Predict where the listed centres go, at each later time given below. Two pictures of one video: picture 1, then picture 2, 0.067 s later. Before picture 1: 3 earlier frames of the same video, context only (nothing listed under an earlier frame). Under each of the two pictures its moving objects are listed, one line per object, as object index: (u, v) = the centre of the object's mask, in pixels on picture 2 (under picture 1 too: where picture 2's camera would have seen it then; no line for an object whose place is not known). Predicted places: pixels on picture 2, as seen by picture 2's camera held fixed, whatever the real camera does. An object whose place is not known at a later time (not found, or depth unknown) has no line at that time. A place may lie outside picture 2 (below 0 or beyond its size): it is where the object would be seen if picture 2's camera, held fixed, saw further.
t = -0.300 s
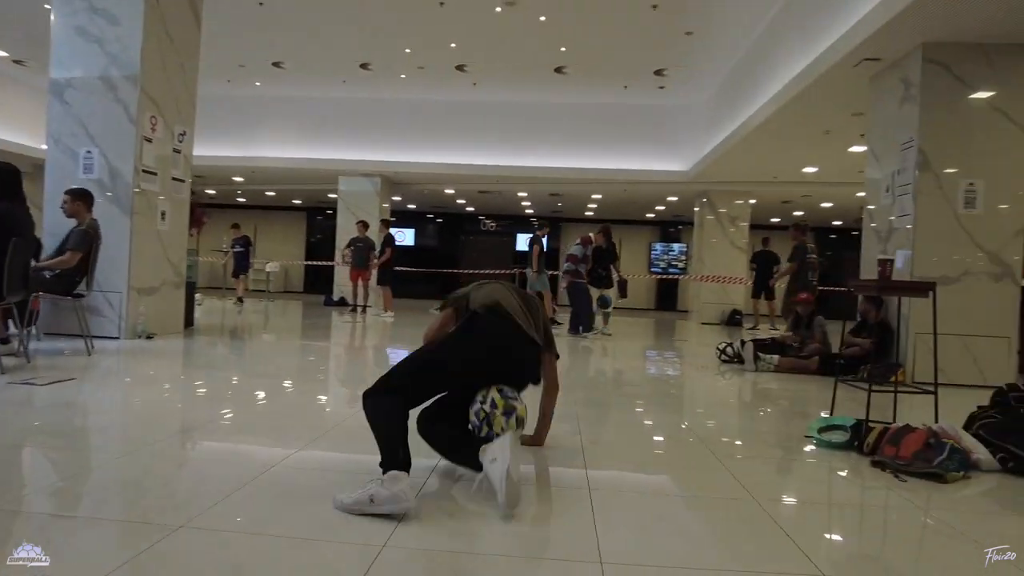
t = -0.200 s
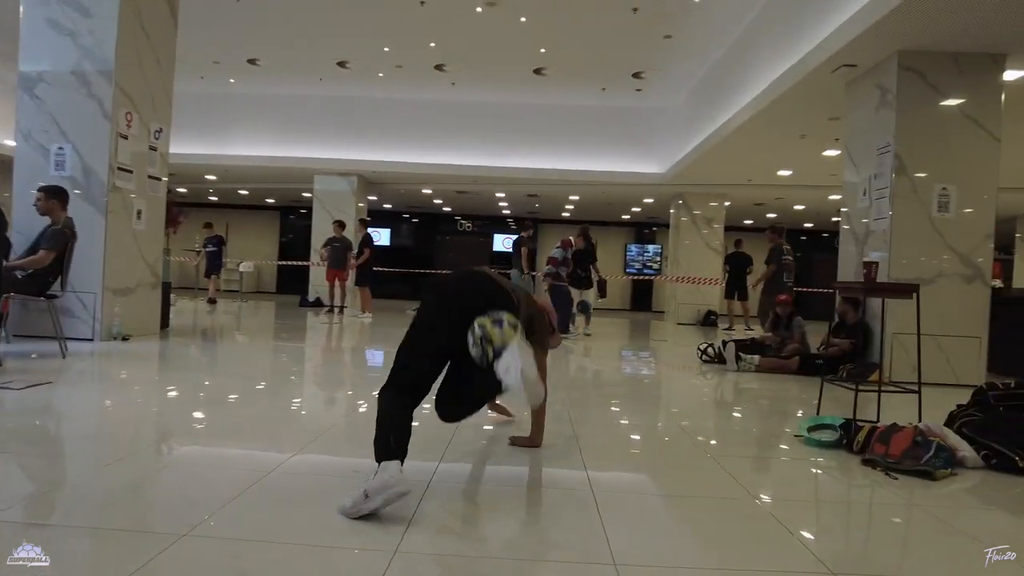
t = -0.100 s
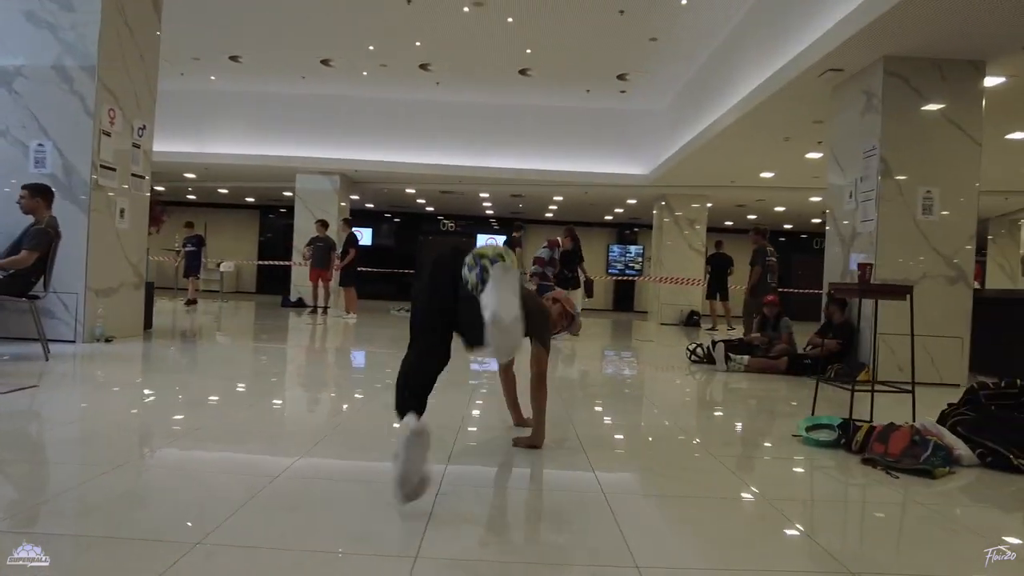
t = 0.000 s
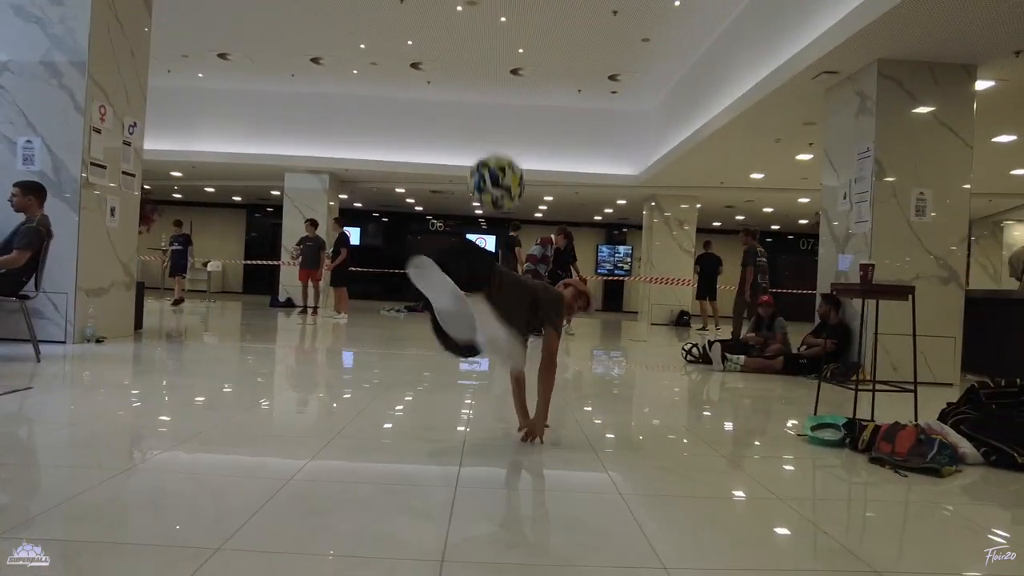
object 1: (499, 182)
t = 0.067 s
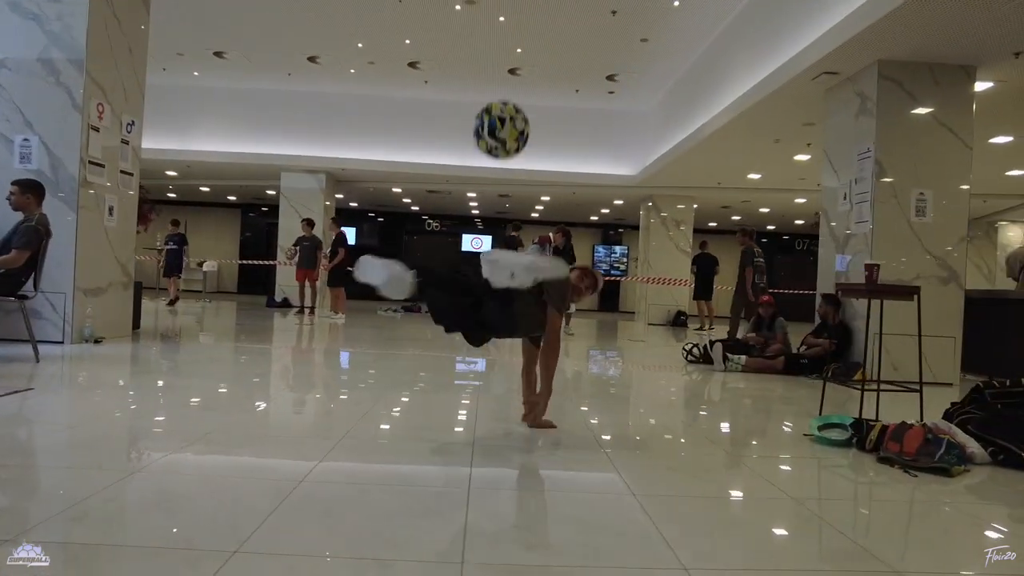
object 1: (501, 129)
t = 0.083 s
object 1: (503, 118)
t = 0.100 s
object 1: (503, 108)
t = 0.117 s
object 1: (505, 98)
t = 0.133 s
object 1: (506, 89)
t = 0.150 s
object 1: (506, 81)
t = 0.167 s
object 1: (507, 74)
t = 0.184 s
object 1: (508, 67)
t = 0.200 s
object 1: (508, 61)
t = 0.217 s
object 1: (508, 56)
